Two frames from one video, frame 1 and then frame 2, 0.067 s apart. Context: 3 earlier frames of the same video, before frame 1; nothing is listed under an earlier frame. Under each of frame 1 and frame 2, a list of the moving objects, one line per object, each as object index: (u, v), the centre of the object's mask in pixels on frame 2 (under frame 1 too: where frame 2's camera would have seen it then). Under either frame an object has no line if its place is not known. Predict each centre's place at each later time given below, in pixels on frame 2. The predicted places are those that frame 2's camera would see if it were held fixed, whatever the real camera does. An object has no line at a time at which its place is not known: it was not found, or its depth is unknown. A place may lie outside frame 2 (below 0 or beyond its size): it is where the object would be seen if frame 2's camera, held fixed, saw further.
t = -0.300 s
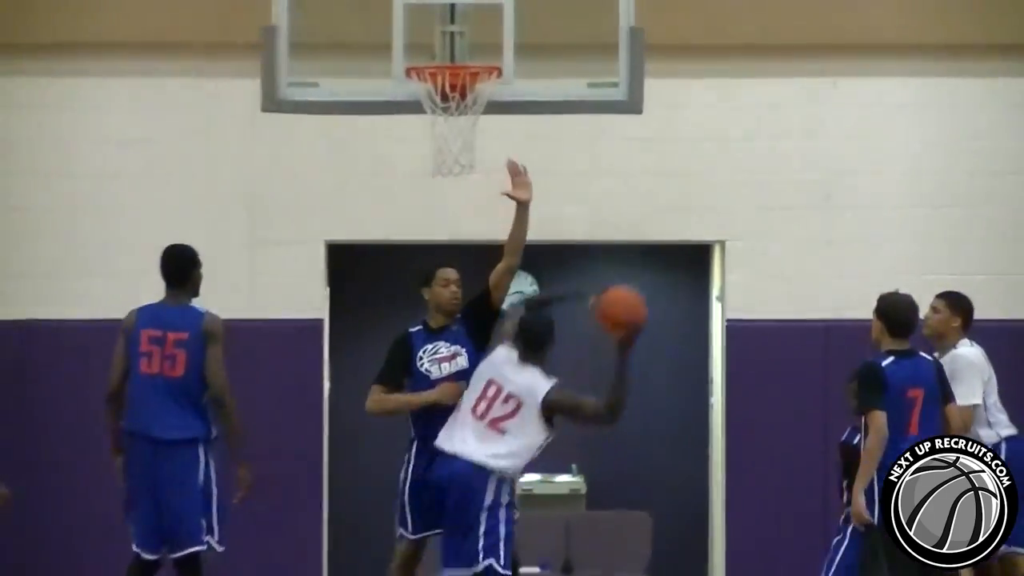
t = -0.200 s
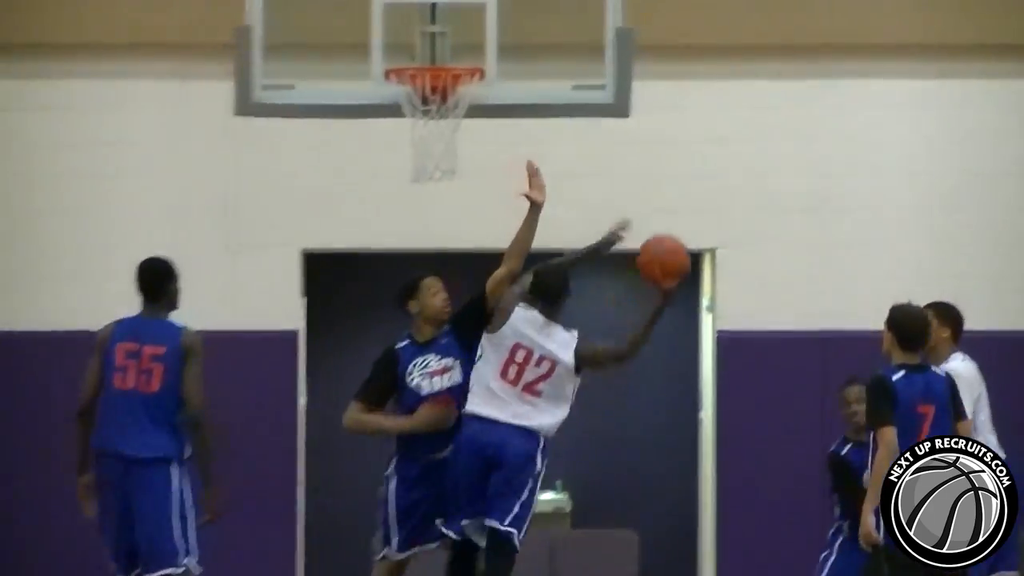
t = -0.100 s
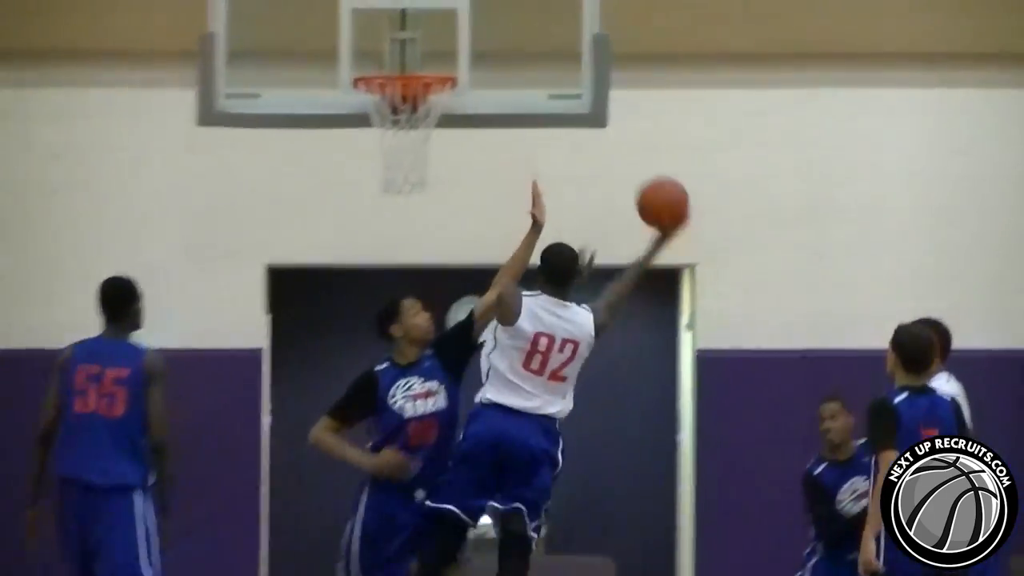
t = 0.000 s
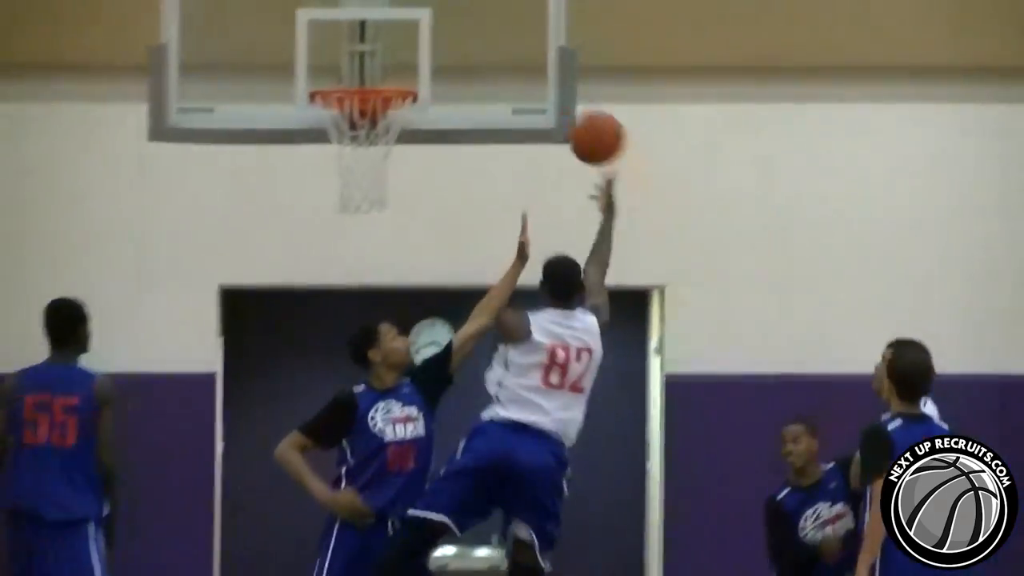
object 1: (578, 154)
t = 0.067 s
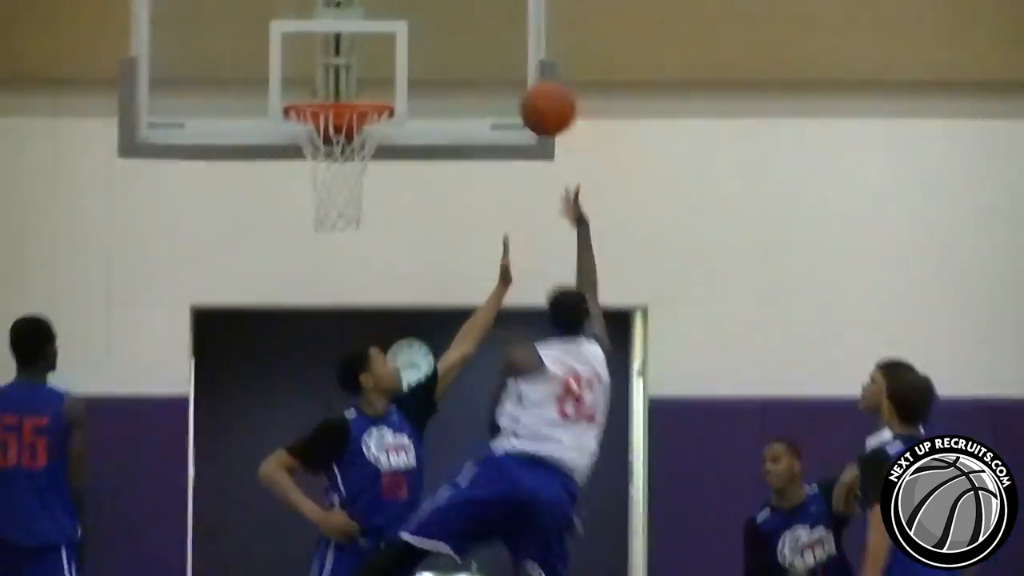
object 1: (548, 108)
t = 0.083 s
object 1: (540, 98)
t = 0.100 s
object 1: (534, 89)
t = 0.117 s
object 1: (526, 80)
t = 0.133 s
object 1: (517, 72)
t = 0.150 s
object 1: (510, 65)
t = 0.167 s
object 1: (503, 58)
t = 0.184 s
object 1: (496, 51)
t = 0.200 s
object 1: (488, 46)
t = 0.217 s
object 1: (479, 42)
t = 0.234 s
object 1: (471, 38)
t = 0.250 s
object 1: (463, 35)
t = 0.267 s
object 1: (456, 32)
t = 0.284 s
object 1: (449, 29)
